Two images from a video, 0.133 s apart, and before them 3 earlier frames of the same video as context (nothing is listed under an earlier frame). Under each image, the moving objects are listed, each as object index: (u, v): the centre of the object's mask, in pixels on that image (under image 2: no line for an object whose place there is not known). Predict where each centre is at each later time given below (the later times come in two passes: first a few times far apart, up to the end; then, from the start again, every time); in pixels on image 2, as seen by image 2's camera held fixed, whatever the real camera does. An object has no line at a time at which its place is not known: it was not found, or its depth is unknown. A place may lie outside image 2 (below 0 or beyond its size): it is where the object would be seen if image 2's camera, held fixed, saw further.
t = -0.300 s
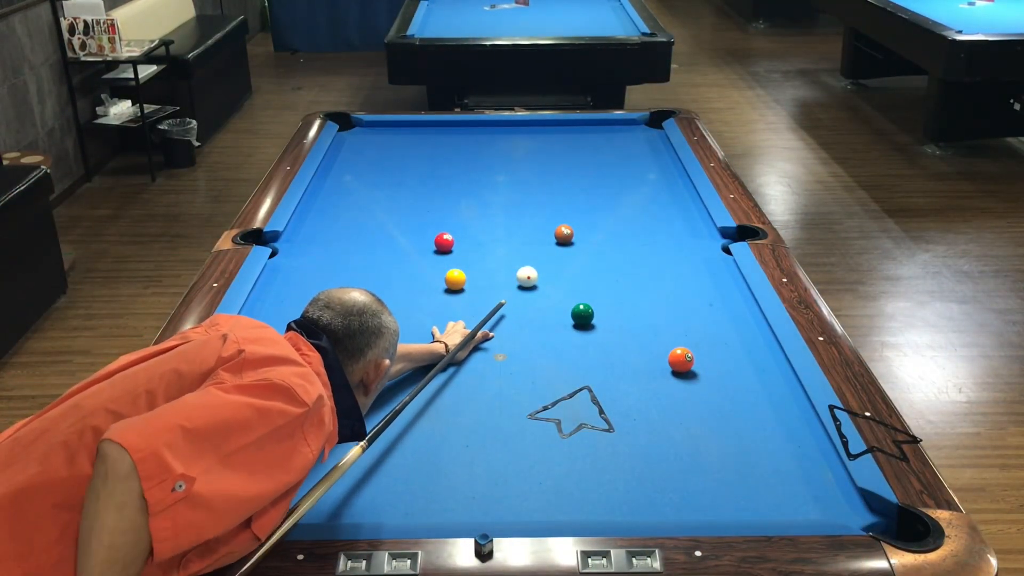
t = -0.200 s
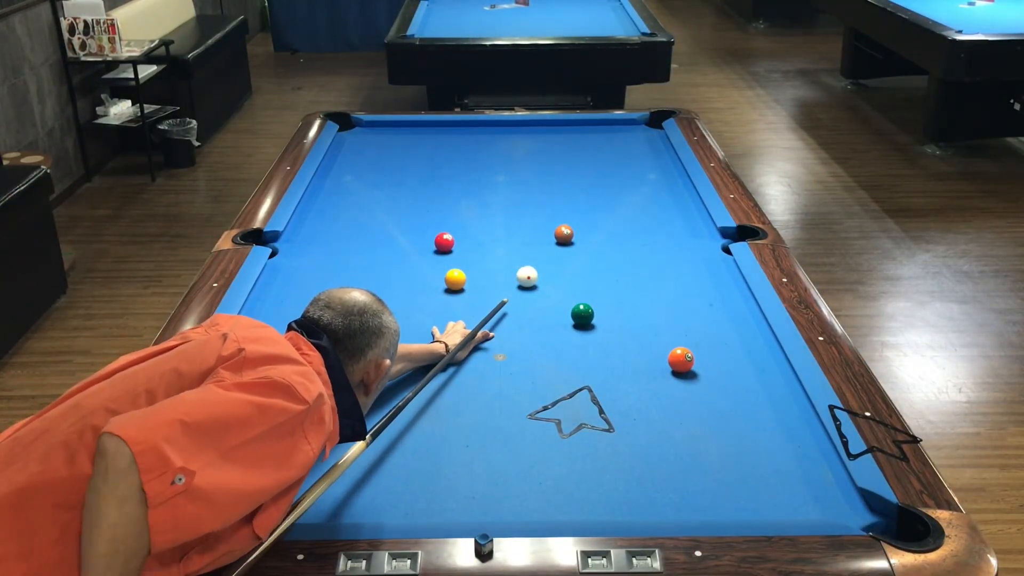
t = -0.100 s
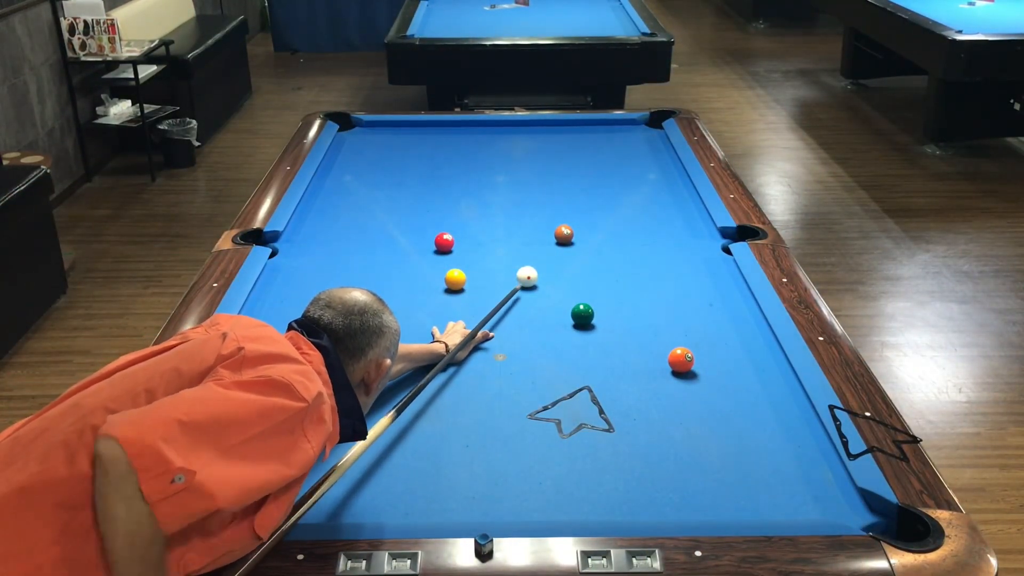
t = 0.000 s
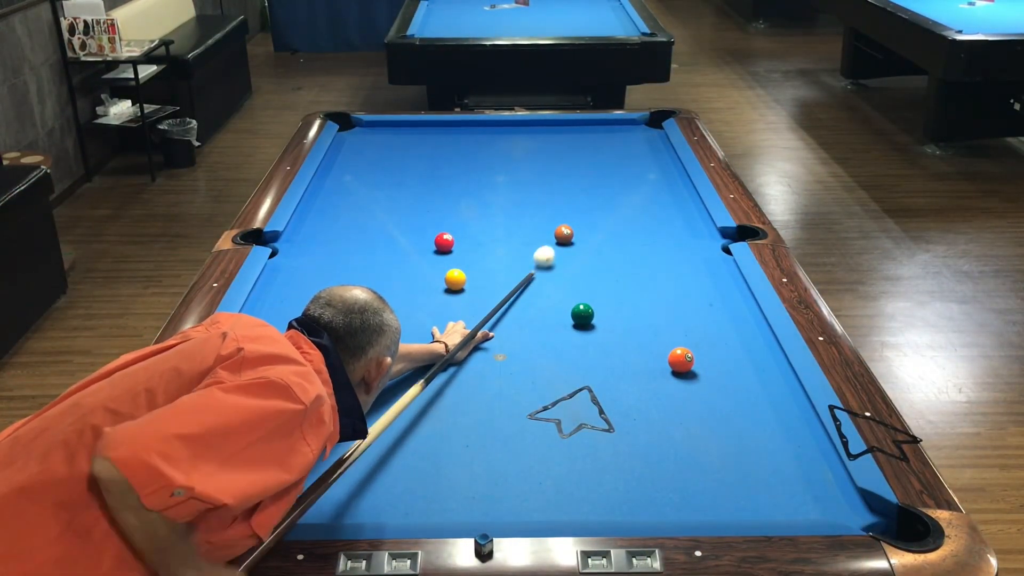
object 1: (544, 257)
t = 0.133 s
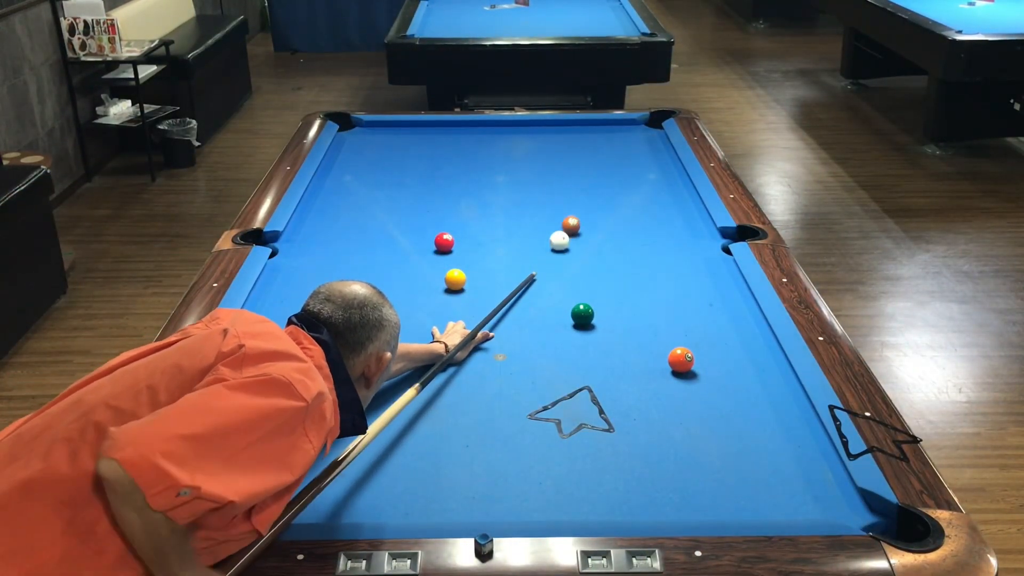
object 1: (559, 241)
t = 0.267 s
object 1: (563, 238)
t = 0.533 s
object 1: (571, 232)
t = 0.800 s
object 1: (578, 227)
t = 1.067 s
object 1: (583, 223)
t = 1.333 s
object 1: (588, 220)
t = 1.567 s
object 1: (592, 218)
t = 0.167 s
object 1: (560, 240)
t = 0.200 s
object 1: (561, 239)
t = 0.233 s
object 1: (562, 238)
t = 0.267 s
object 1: (563, 238)
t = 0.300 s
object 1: (565, 237)
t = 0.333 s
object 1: (566, 236)
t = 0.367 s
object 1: (566, 236)
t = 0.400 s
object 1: (567, 235)
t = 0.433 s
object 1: (568, 234)
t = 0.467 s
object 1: (569, 233)
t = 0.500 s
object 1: (570, 233)
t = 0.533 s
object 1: (571, 232)
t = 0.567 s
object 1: (572, 231)
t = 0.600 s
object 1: (573, 231)
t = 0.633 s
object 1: (574, 230)
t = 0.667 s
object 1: (574, 230)
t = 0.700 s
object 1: (575, 229)
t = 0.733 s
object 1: (576, 229)
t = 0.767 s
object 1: (577, 228)
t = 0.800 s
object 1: (578, 227)
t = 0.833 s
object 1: (578, 227)
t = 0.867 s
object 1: (579, 226)
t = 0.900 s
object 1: (580, 226)
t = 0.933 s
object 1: (581, 225)
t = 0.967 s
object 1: (581, 225)
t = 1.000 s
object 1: (582, 224)
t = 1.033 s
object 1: (583, 224)
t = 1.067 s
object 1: (583, 223)
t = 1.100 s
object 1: (584, 223)
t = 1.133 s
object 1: (585, 223)
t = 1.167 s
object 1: (585, 222)
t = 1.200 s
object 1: (586, 222)
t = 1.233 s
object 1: (587, 221)
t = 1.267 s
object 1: (587, 221)
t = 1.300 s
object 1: (588, 221)
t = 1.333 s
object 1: (588, 220)
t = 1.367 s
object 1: (589, 220)
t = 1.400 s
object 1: (589, 220)
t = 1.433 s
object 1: (590, 219)
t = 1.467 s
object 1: (590, 219)
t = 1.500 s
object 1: (591, 219)
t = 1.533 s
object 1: (591, 218)
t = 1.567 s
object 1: (592, 218)
